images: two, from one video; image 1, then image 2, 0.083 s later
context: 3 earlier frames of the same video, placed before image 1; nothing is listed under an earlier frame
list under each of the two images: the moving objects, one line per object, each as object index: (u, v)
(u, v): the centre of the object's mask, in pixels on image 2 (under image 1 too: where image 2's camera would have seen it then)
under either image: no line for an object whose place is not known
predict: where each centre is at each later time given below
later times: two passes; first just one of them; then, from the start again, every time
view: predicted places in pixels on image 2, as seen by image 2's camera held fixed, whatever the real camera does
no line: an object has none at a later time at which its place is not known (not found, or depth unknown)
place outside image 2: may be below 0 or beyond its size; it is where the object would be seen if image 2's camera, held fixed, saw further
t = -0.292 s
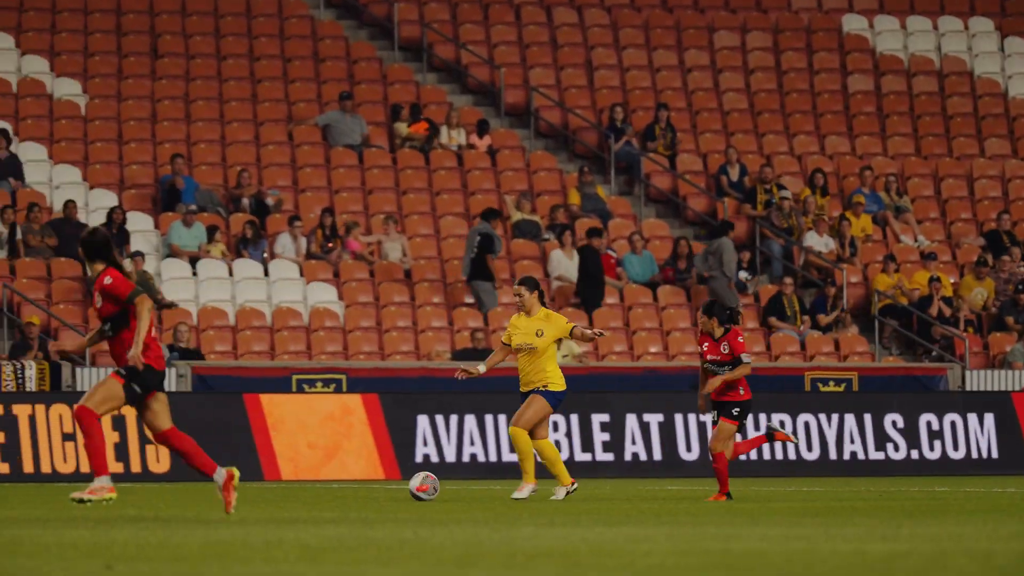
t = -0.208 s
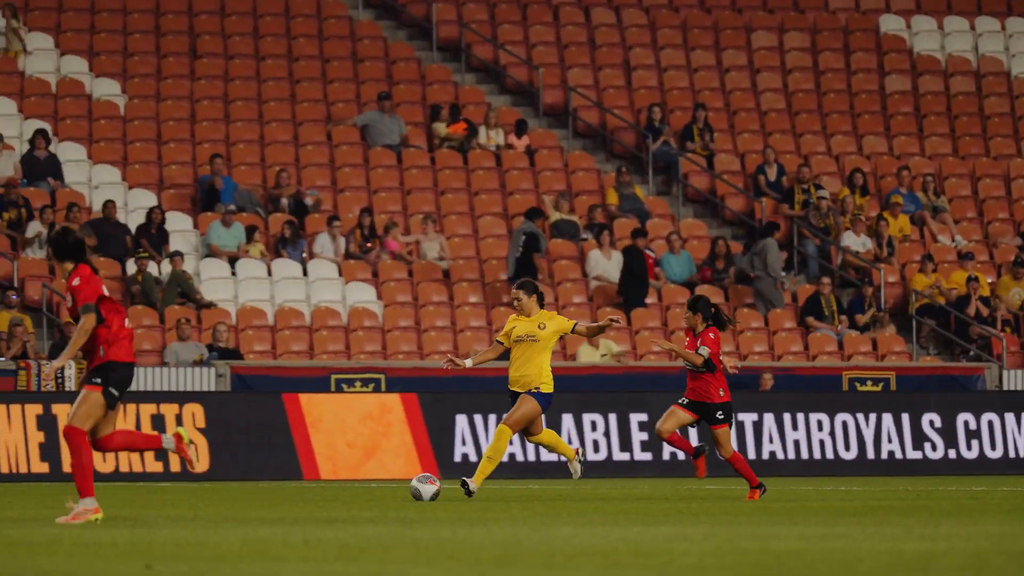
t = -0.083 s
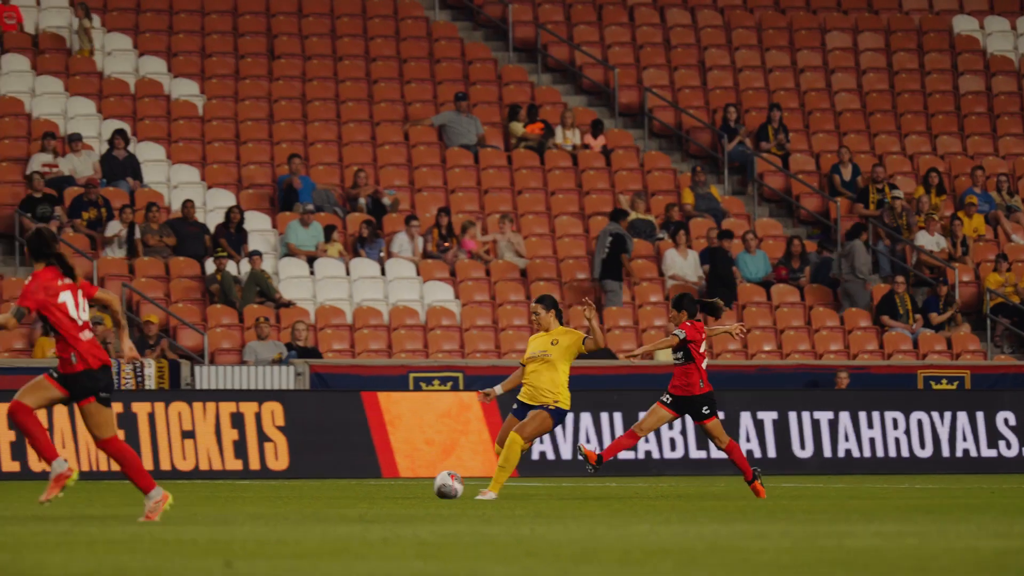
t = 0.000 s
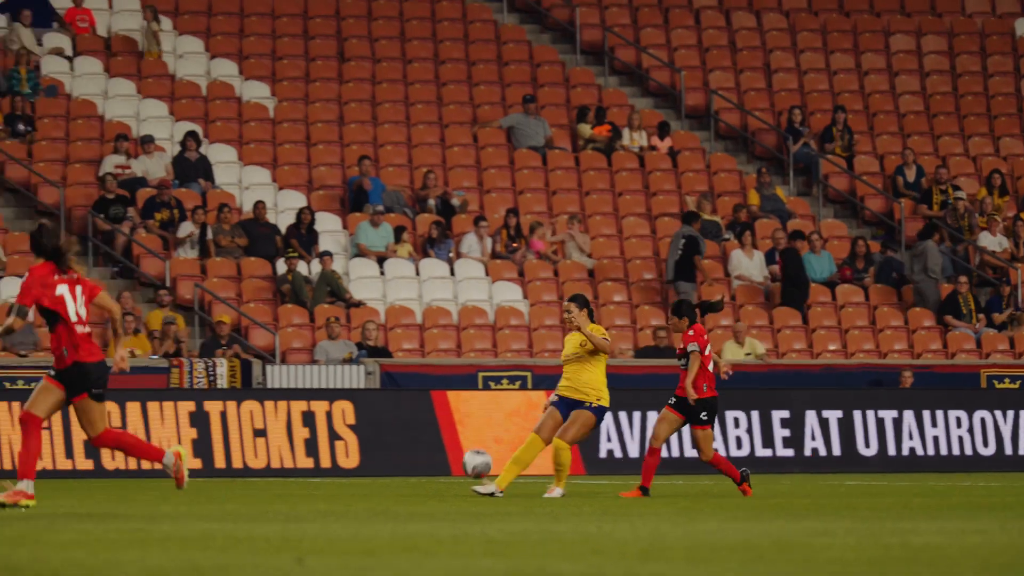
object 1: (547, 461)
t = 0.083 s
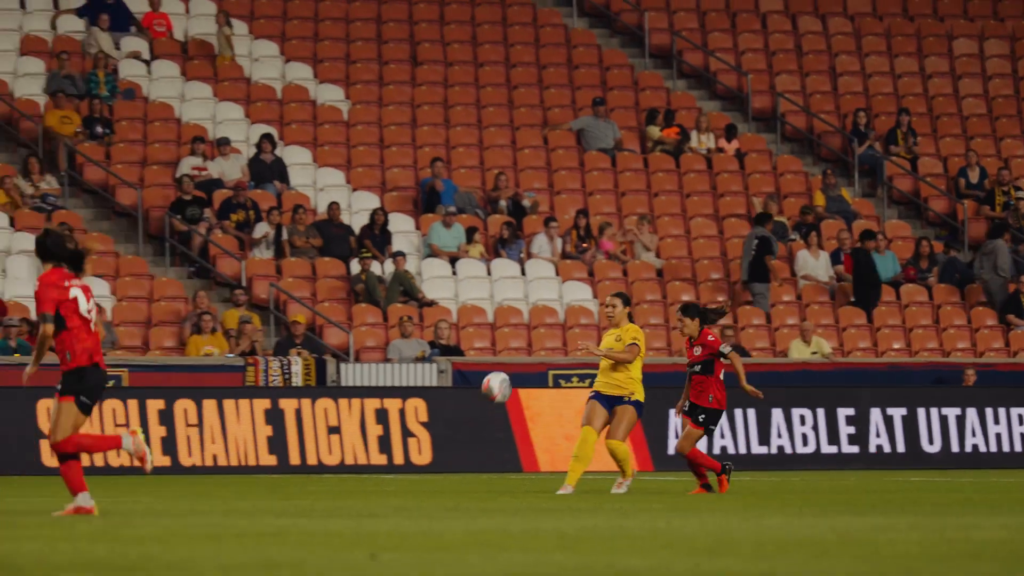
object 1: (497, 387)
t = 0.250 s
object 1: (401, 252)
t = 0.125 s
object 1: (473, 352)
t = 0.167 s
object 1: (448, 318)
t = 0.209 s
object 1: (425, 286)
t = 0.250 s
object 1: (401, 252)
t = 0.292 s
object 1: (379, 222)
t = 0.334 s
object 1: (356, 192)
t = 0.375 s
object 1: (332, 163)
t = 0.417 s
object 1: (311, 135)
